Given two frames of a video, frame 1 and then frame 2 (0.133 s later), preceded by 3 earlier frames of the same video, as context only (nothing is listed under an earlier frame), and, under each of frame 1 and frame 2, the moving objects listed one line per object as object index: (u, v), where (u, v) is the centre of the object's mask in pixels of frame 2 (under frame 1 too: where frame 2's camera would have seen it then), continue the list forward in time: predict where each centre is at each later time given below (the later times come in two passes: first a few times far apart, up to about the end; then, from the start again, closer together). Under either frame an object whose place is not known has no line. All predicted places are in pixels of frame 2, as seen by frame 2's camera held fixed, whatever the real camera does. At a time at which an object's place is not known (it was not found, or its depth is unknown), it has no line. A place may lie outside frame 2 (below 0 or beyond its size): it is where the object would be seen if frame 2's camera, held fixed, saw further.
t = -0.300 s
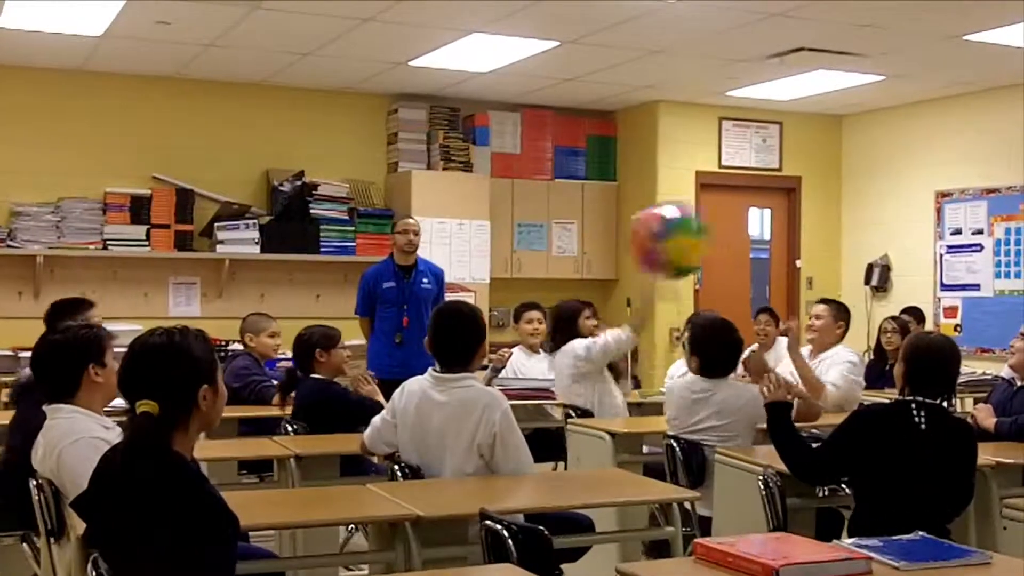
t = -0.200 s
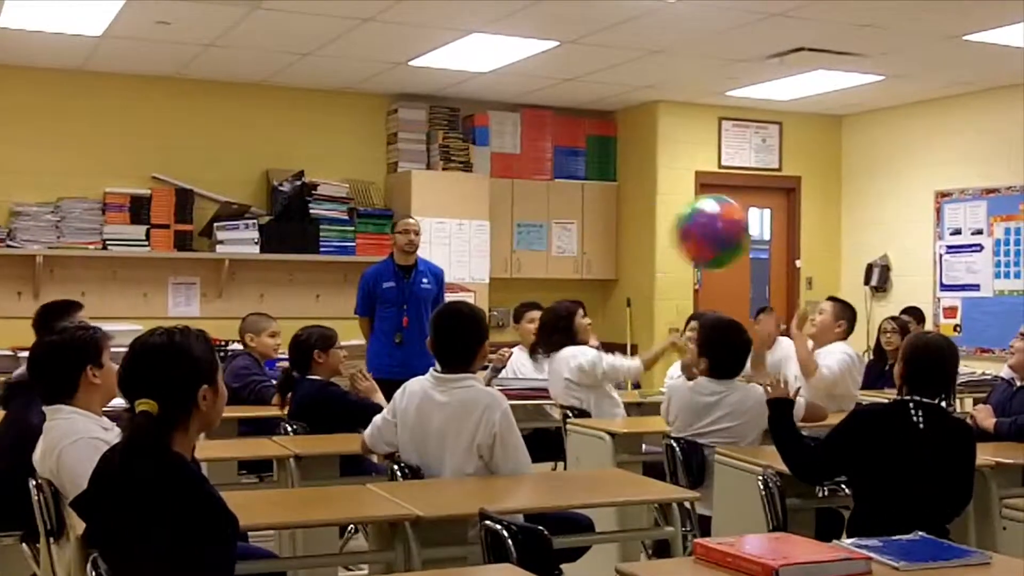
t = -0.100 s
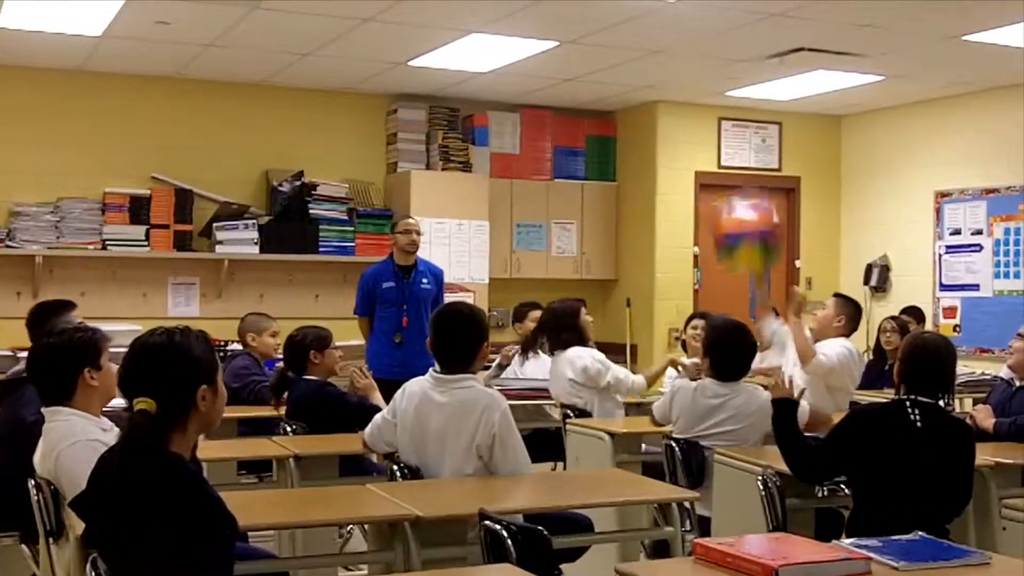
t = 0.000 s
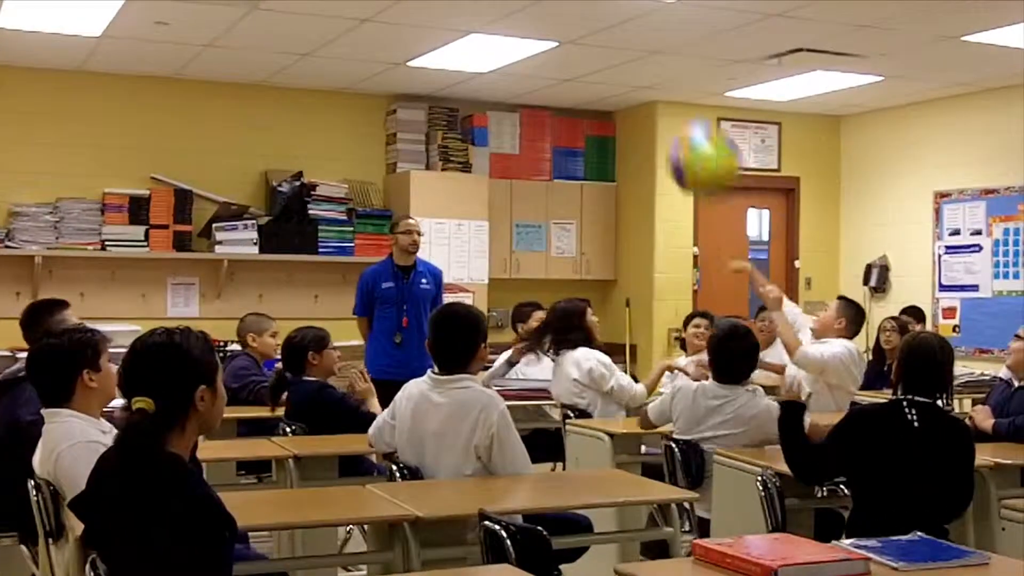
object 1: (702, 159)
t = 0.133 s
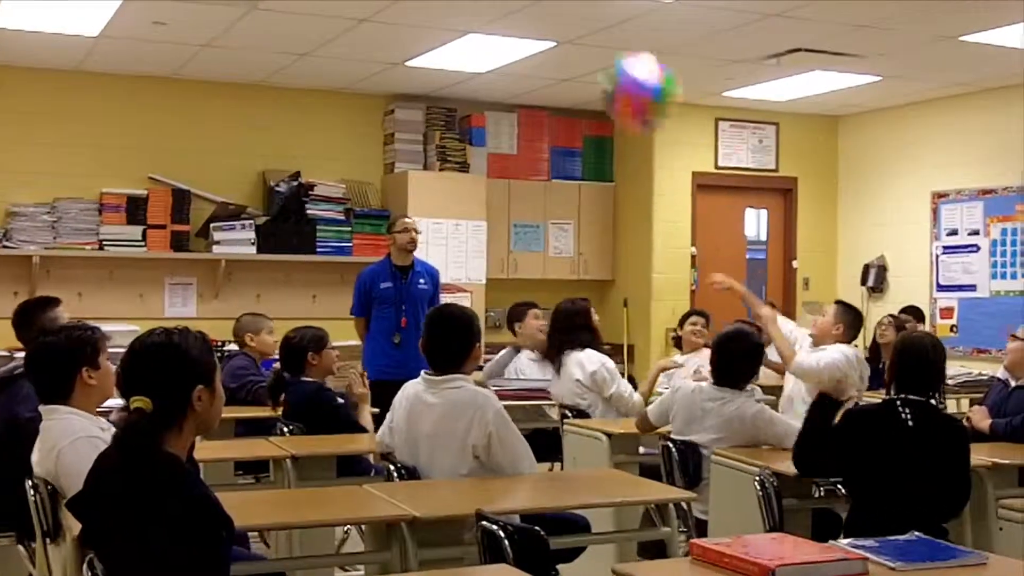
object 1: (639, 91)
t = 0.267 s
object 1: (583, 49)
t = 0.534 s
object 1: (477, 46)
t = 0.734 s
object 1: (409, 113)
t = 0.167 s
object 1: (623, 75)
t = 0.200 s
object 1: (608, 65)
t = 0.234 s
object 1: (596, 58)
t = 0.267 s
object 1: (583, 49)
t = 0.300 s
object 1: (569, 43)
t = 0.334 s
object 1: (555, 39)
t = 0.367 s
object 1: (543, 36)
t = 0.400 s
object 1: (529, 35)
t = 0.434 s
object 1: (517, 35)
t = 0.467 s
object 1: (503, 37)
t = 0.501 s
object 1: (489, 41)
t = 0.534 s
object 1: (477, 46)
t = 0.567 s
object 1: (464, 54)
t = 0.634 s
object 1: (437, 74)
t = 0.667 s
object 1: (428, 84)
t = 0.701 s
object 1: (419, 99)
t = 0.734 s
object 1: (409, 113)
